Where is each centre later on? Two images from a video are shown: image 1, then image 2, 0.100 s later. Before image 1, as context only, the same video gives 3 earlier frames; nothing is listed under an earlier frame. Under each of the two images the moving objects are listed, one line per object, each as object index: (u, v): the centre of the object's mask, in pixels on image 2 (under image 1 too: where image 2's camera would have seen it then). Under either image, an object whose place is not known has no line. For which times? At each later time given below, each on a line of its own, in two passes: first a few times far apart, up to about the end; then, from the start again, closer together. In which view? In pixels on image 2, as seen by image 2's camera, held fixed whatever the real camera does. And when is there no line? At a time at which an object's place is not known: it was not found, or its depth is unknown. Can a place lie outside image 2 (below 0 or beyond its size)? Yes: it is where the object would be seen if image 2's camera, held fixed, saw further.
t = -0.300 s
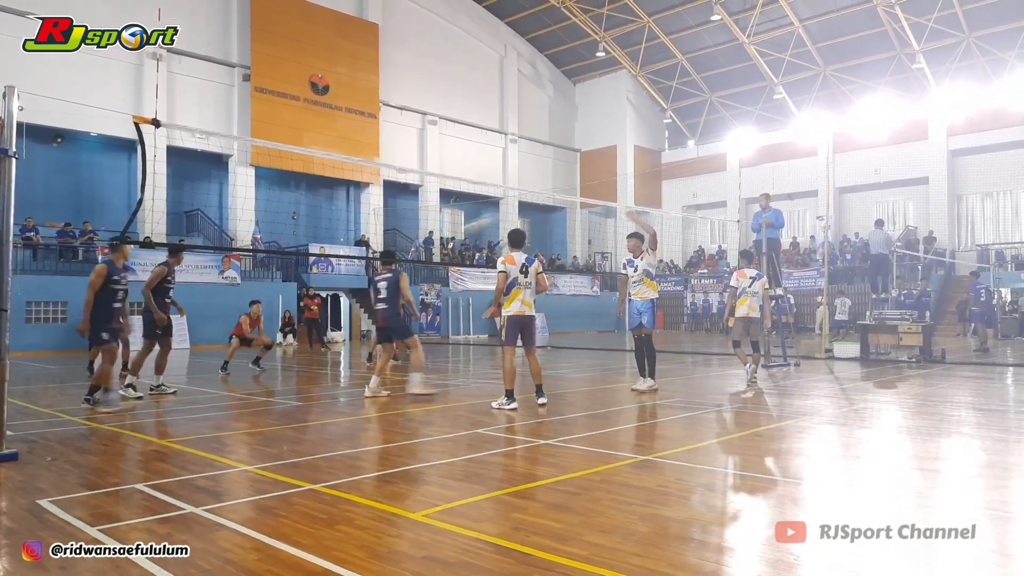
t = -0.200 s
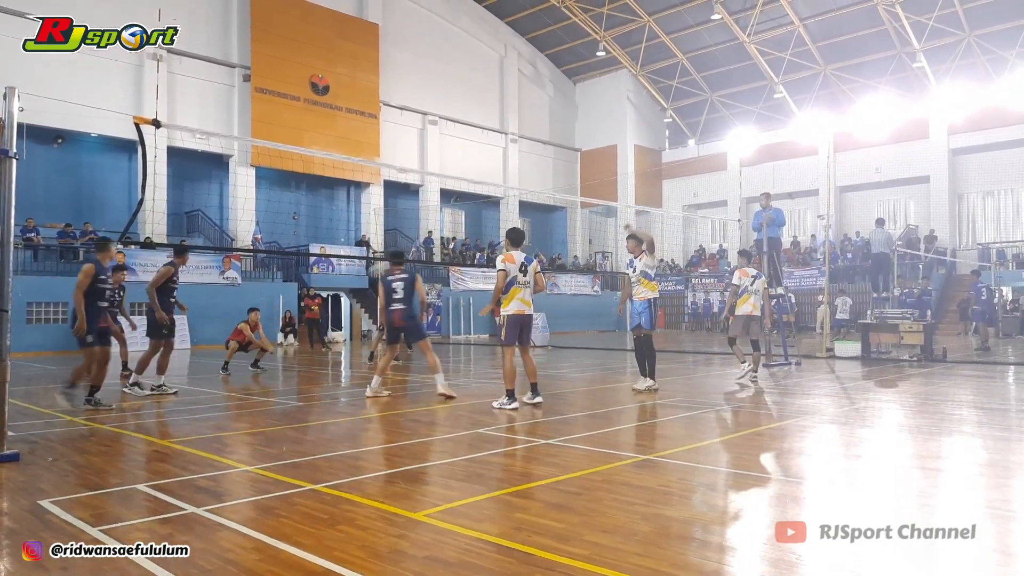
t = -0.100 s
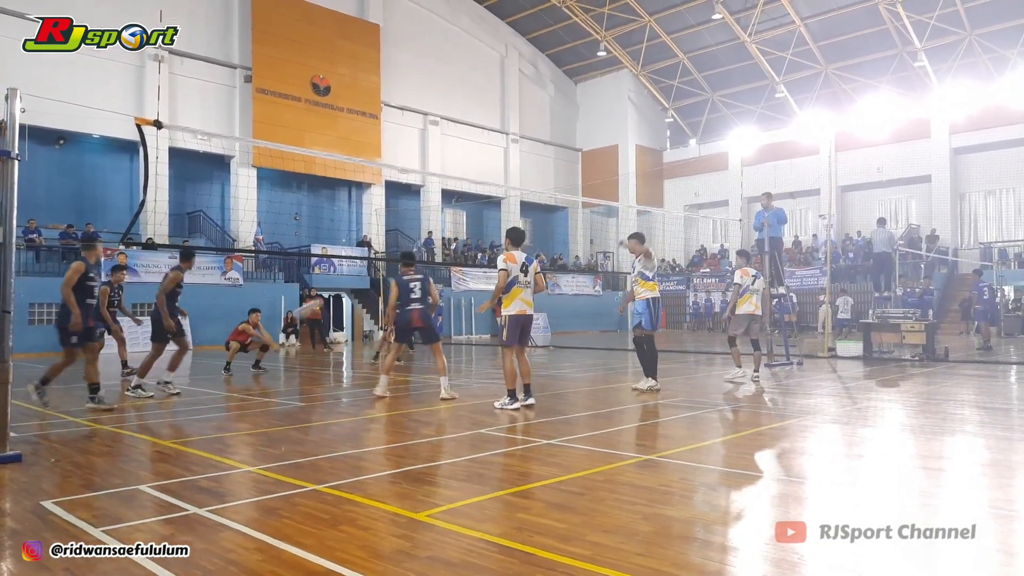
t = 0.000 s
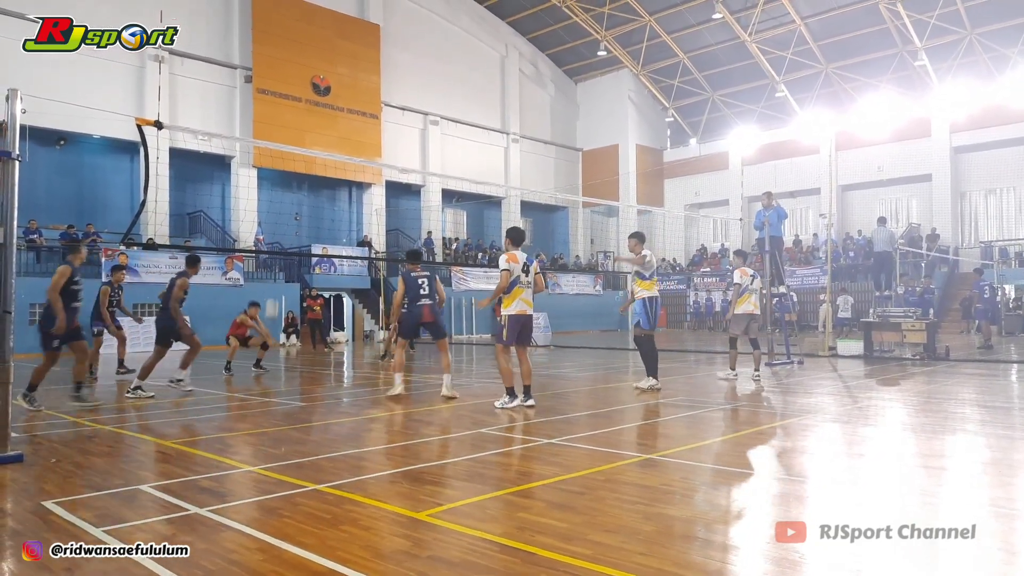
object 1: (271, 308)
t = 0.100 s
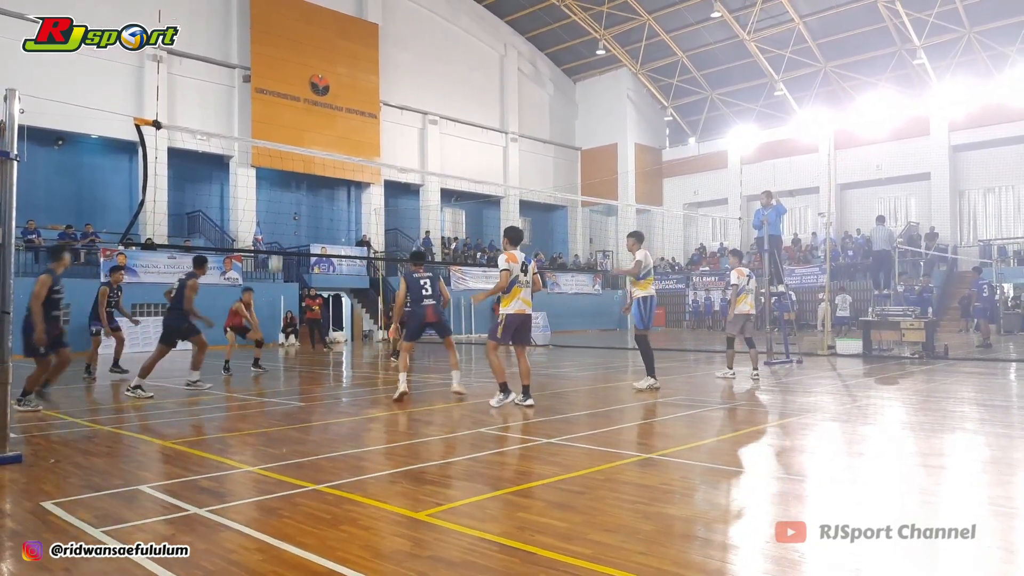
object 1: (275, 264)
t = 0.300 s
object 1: (286, 183)
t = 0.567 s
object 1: (300, 106)
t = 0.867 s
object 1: (317, 68)
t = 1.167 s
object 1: (337, 91)
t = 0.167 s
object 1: (280, 234)
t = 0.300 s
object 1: (286, 183)
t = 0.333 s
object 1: (288, 172)
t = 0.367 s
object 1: (290, 161)
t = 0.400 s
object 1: (291, 150)
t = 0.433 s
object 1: (293, 139)
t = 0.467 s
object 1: (295, 130)
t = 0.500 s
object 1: (297, 122)
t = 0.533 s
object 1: (298, 114)
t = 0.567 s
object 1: (300, 106)
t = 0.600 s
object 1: (302, 99)
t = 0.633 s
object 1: (304, 93)
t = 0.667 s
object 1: (305, 87)
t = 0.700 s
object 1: (307, 82)
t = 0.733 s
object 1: (309, 78)
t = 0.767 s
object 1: (311, 74)
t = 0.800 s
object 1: (313, 71)
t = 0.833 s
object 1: (315, 69)
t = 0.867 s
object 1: (317, 68)
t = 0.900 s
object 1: (319, 67)
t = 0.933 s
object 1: (321, 67)
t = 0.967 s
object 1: (323, 68)
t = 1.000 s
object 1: (325, 70)
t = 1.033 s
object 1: (327, 72)
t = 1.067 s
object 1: (329, 75)
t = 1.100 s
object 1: (332, 80)
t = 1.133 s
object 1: (335, 85)
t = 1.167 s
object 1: (337, 91)
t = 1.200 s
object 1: (340, 98)
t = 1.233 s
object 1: (343, 107)
